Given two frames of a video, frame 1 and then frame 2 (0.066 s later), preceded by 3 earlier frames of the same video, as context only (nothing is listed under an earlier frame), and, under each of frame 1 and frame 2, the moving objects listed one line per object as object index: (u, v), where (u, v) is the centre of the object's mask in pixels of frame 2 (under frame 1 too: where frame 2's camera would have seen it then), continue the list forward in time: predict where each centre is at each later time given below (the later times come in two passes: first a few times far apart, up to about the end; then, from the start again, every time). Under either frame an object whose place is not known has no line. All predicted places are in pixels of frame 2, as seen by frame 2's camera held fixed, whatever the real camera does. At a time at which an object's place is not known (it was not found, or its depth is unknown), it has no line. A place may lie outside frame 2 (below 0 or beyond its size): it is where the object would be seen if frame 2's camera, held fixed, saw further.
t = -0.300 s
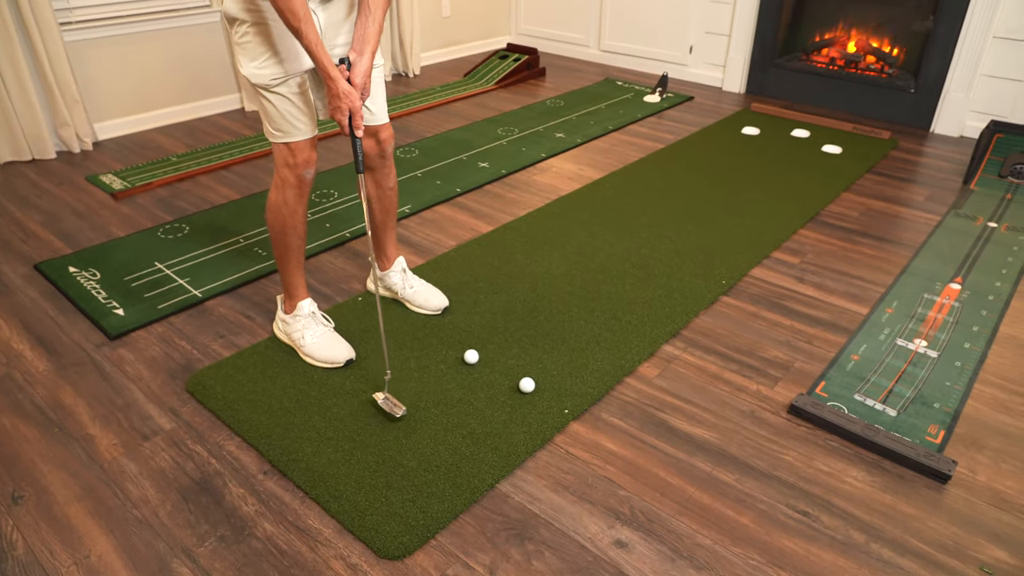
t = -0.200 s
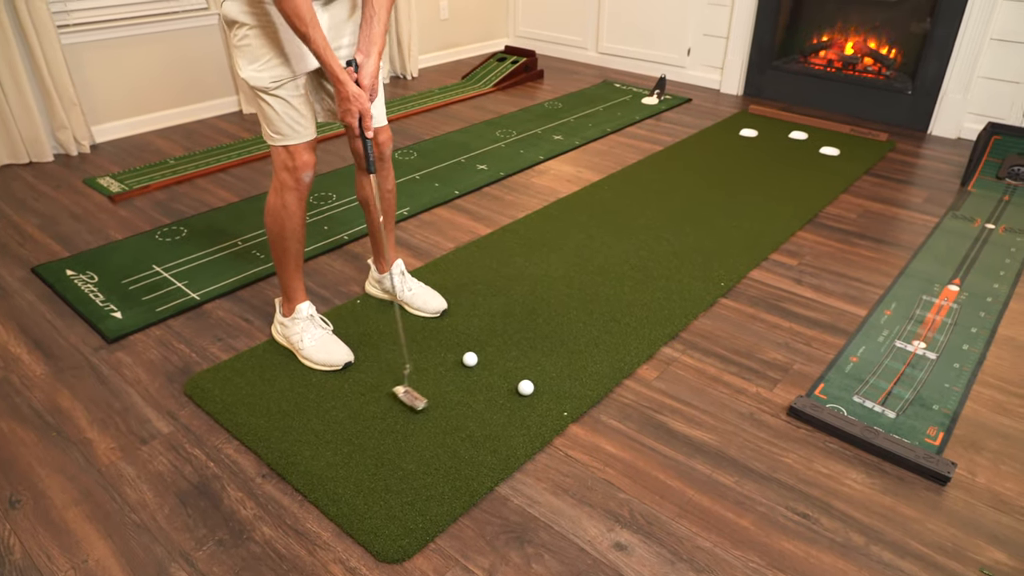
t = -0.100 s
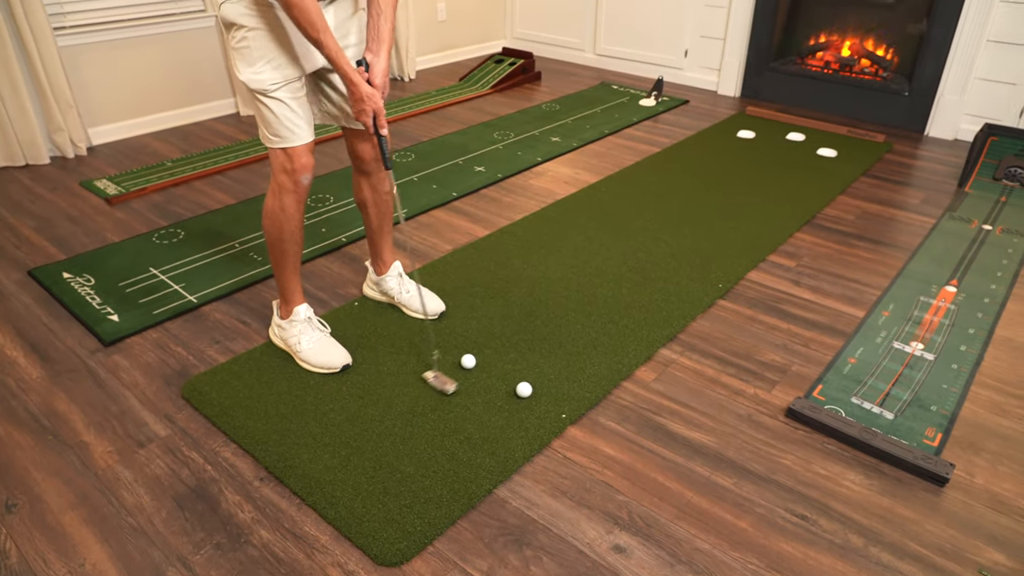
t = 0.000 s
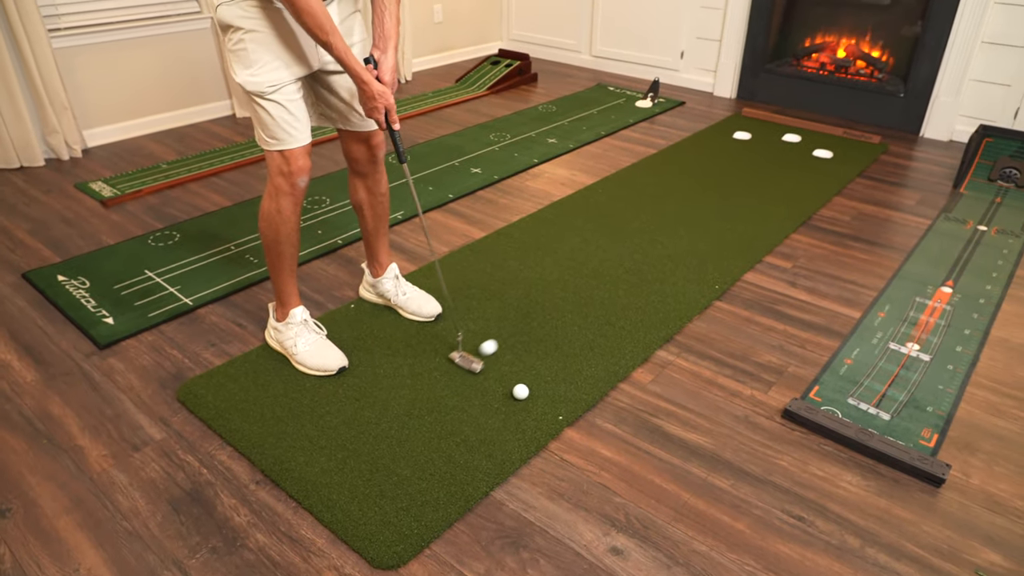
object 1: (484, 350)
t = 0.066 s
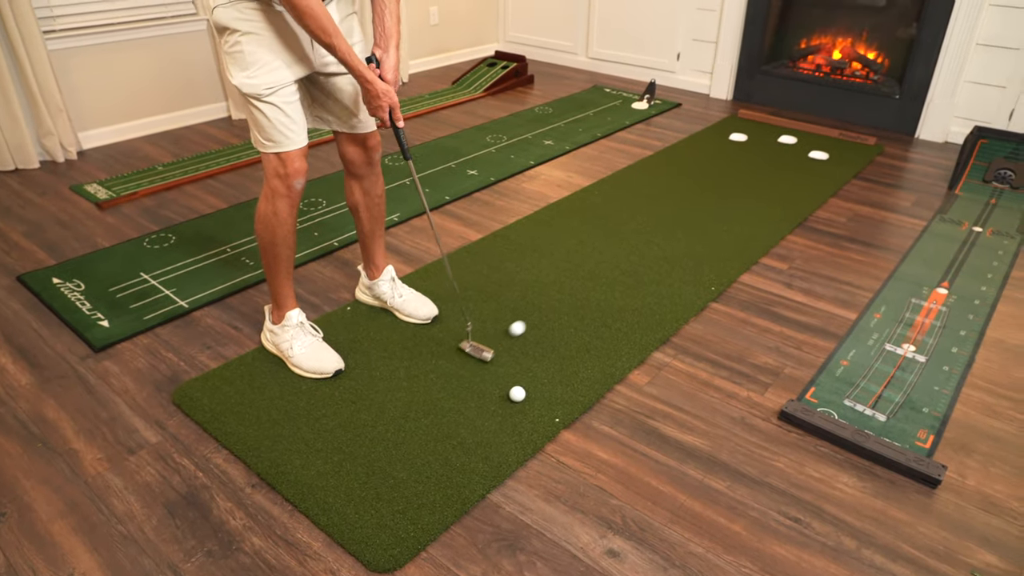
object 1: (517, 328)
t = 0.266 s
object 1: (585, 281)
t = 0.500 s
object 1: (634, 245)
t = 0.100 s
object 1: (531, 319)
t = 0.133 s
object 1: (543, 310)
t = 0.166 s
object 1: (555, 302)
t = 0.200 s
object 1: (566, 294)
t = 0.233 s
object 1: (576, 287)
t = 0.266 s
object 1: (585, 281)
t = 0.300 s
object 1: (594, 275)
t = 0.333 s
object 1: (601, 270)
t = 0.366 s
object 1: (609, 264)
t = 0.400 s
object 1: (615, 259)
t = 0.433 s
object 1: (622, 255)
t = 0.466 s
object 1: (628, 250)
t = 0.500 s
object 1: (634, 245)
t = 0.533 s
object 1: (640, 242)
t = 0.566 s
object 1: (646, 237)
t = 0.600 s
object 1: (651, 234)
